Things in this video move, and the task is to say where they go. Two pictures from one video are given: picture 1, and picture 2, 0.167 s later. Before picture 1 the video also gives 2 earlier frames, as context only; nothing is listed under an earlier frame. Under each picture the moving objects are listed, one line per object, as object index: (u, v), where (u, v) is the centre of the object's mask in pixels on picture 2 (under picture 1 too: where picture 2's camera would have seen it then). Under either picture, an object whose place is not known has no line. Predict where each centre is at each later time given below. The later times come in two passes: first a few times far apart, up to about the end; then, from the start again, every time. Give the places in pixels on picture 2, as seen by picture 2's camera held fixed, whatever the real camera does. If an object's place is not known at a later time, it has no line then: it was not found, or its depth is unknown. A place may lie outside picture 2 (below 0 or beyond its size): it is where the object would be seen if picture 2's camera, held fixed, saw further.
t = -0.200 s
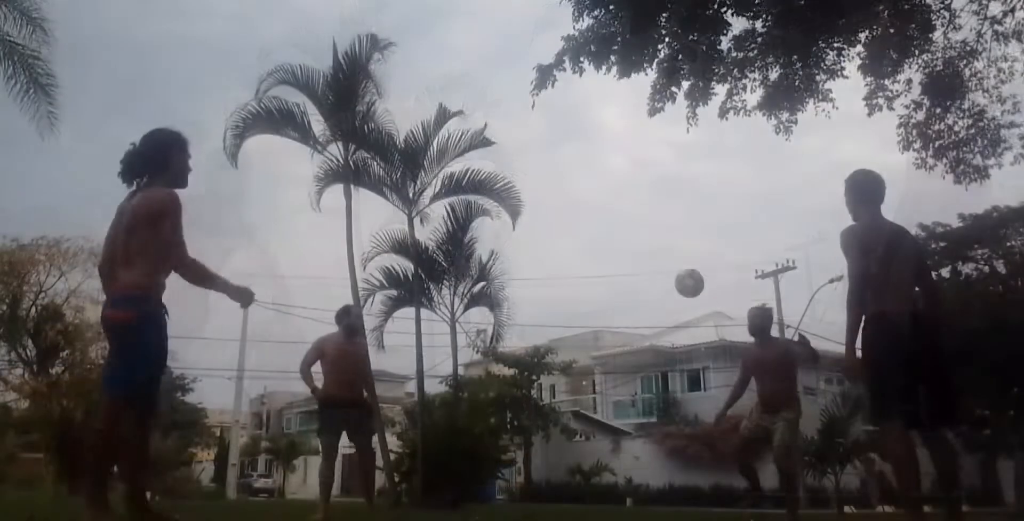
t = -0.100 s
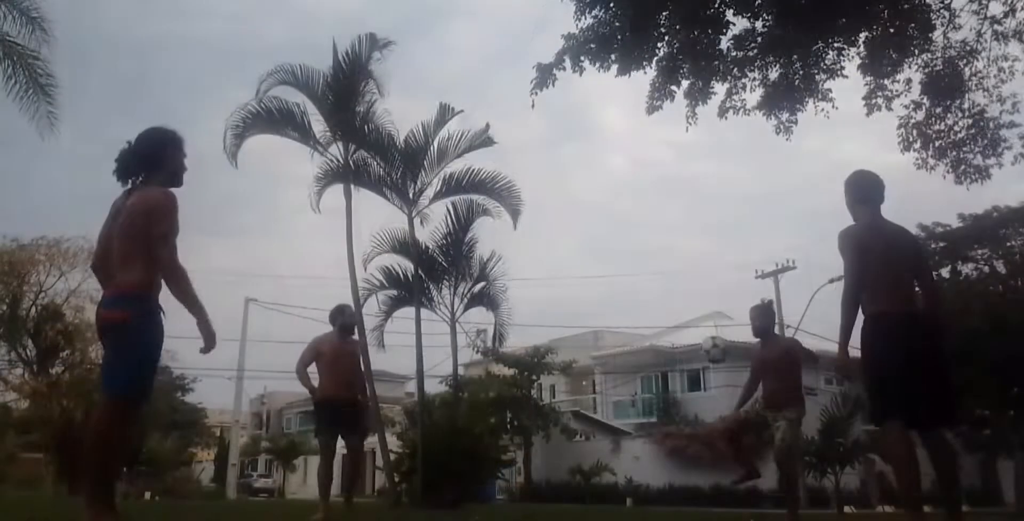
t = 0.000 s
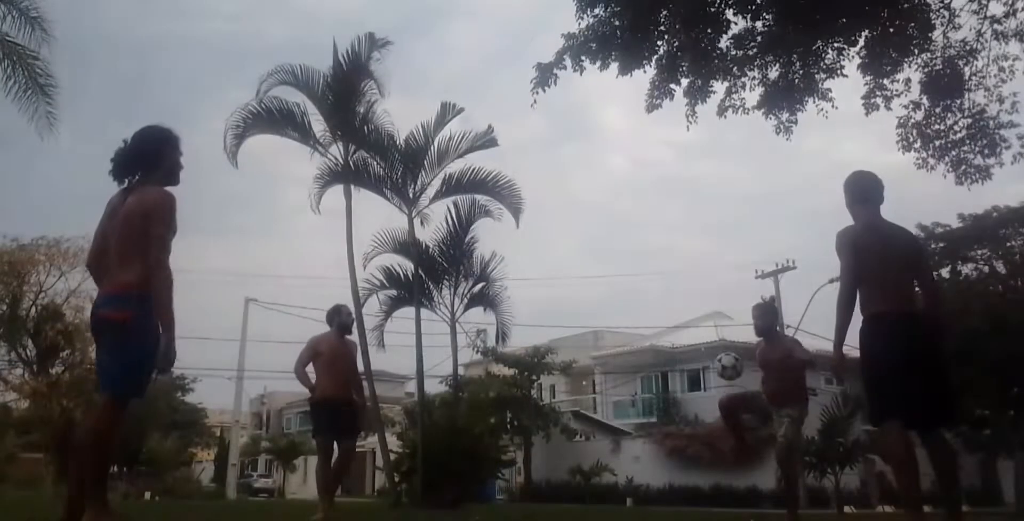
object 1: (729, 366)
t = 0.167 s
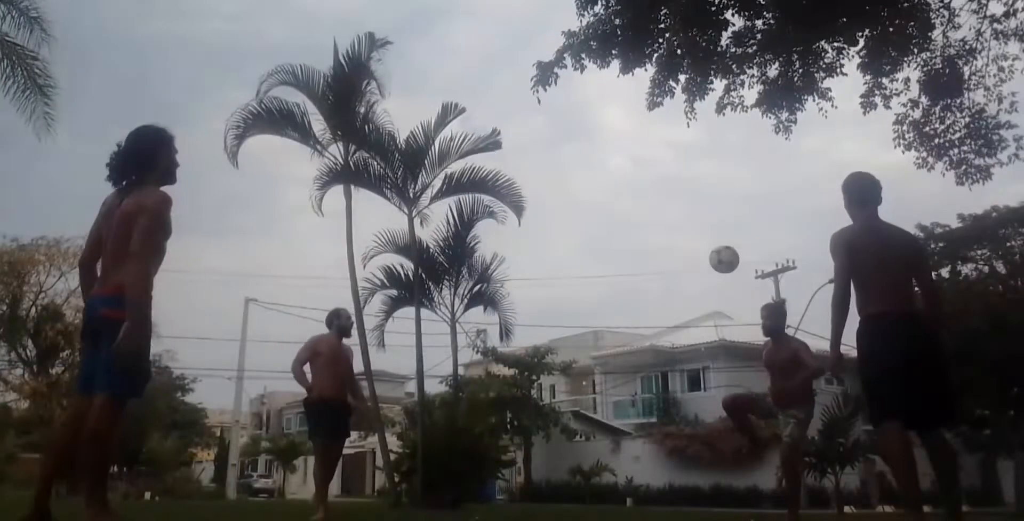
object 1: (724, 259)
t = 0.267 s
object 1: (723, 208)
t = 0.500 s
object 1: (723, 134)
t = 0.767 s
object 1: (730, 145)
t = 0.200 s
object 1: (724, 241)
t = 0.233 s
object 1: (723, 224)
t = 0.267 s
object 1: (723, 208)
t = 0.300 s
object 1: (723, 194)
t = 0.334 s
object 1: (722, 180)
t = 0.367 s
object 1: (722, 168)
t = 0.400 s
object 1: (722, 158)
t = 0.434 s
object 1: (723, 148)
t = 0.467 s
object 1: (723, 140)
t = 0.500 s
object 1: (723, 134)
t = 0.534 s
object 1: (723, 129)
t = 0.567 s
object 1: (724, 126)
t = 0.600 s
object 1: (724, 125)
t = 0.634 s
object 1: (725, 125)
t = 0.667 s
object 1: (726, 127)
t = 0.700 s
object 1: (727, 131)
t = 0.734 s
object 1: (729, 137)
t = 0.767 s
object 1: (730, 145)
